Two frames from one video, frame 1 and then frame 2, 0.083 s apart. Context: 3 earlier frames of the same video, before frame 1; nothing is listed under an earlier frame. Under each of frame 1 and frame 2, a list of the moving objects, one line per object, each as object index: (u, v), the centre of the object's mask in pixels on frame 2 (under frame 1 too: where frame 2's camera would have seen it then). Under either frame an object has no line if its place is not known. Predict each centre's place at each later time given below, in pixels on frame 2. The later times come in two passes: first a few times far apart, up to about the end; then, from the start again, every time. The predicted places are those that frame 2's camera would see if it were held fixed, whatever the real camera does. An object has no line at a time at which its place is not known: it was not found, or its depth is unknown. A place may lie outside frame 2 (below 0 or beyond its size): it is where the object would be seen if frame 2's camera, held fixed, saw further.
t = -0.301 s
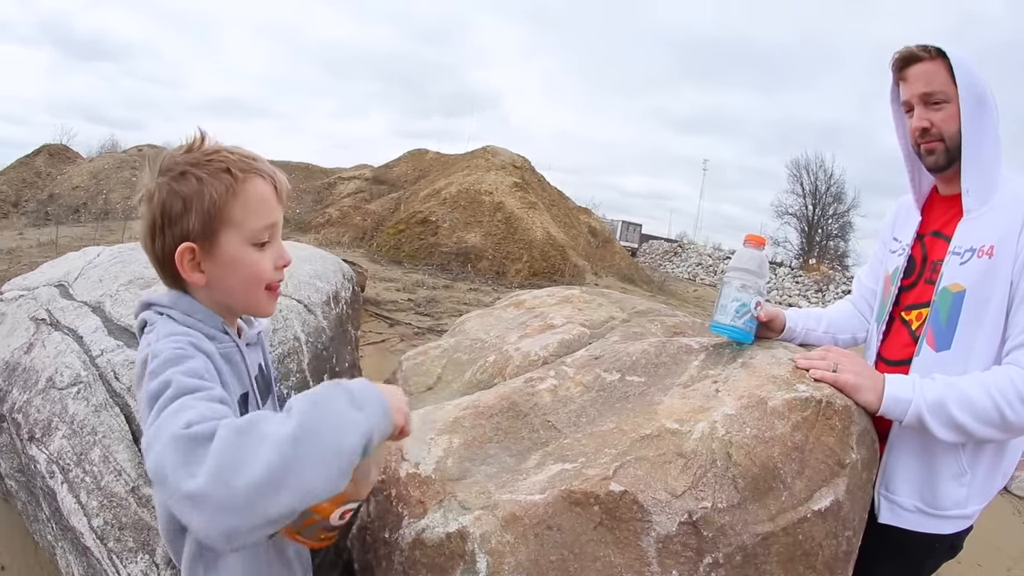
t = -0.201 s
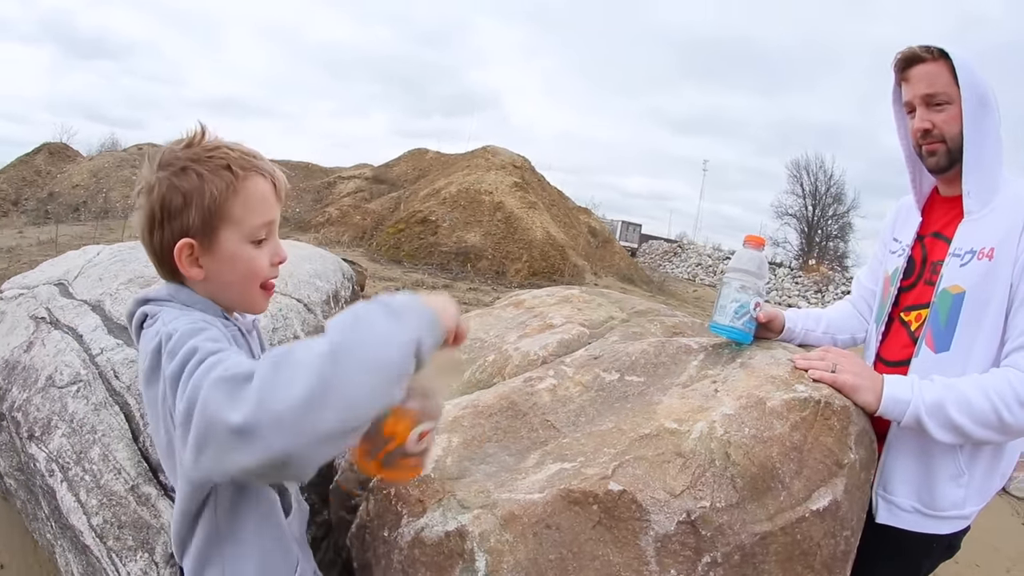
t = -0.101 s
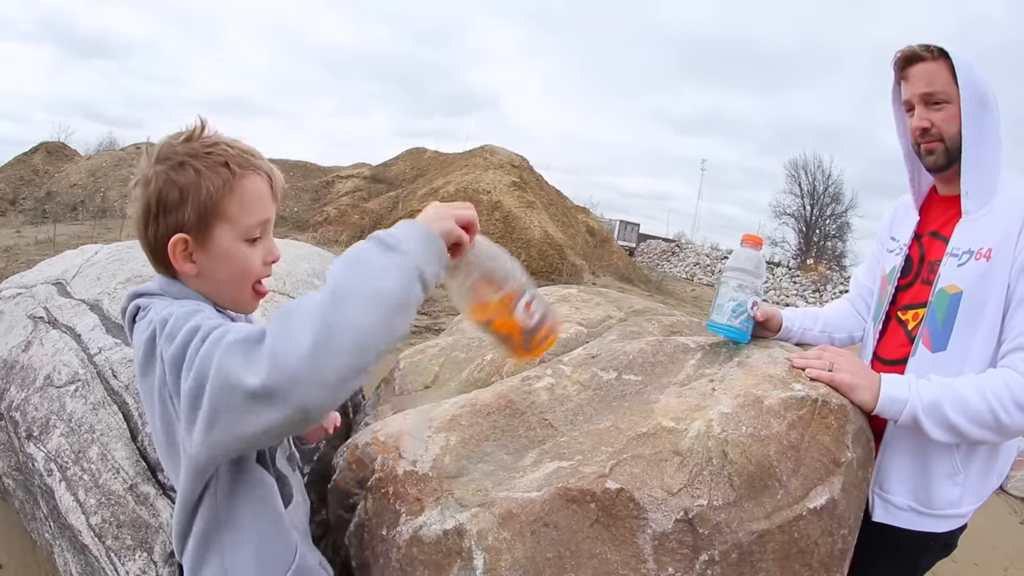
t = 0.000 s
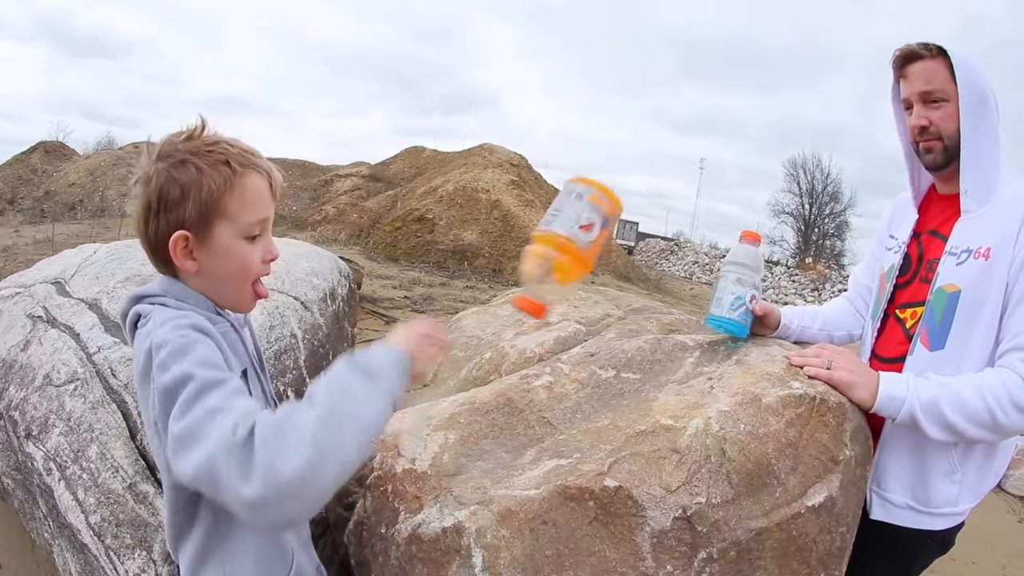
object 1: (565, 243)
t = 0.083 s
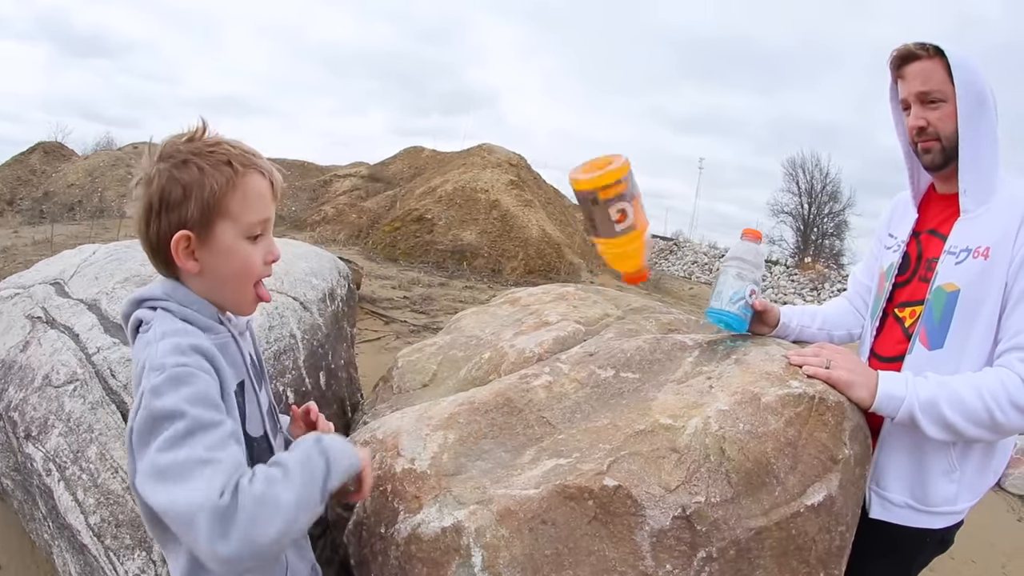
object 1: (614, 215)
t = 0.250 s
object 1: (652, 301)
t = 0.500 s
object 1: (621, 361)
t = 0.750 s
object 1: (575, 399)
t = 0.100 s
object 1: (619, 214)
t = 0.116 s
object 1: (624, 216)
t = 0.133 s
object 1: (627, 220)
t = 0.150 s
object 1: (631, 227)
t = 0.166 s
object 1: (635, 235)
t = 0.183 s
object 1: (638, 247)
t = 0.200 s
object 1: (642, 259)
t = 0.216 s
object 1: (645, 271)
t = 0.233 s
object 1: (648, 286)
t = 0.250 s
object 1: (652, 301)
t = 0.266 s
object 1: (654, 317)
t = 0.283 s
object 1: (657, 332)
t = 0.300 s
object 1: (655, 344)
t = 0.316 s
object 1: (652, 347)
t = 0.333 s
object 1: (650, 347)
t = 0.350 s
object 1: (650, 347)
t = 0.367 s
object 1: (649, 347)
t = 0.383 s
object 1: (647, 346)
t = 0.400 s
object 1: (643, 348)
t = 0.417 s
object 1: (639, 349)
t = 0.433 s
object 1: (636, 352)
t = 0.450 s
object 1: (631, 355)
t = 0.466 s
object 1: (628, 357)
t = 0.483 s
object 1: (625, 359)
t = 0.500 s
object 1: (621, 361)
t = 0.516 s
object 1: (617, 364)
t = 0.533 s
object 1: (615, 365)
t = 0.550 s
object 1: (614, 366)
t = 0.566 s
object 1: (613, 368)
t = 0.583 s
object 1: (611, 370)
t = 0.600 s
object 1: (609, 372)
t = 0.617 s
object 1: (607, 375)
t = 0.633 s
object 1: (605, 378)
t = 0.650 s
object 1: (604, 380)
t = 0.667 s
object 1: (601, 382)
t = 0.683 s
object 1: (598, 385)
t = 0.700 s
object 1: (593, 389)
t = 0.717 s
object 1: (589, 392)
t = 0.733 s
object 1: (582, 395)
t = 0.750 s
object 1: (575, 399)
